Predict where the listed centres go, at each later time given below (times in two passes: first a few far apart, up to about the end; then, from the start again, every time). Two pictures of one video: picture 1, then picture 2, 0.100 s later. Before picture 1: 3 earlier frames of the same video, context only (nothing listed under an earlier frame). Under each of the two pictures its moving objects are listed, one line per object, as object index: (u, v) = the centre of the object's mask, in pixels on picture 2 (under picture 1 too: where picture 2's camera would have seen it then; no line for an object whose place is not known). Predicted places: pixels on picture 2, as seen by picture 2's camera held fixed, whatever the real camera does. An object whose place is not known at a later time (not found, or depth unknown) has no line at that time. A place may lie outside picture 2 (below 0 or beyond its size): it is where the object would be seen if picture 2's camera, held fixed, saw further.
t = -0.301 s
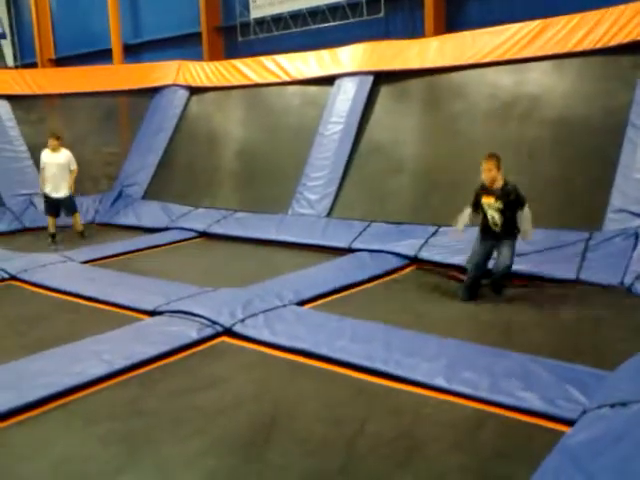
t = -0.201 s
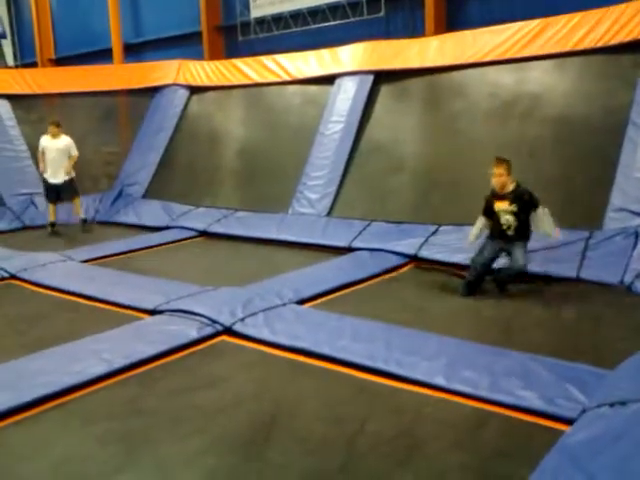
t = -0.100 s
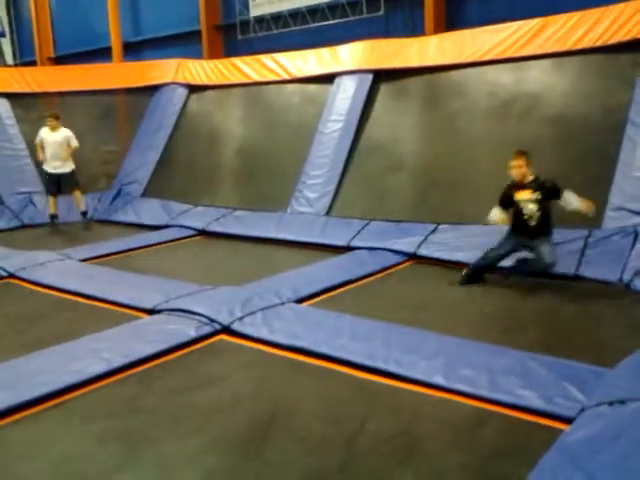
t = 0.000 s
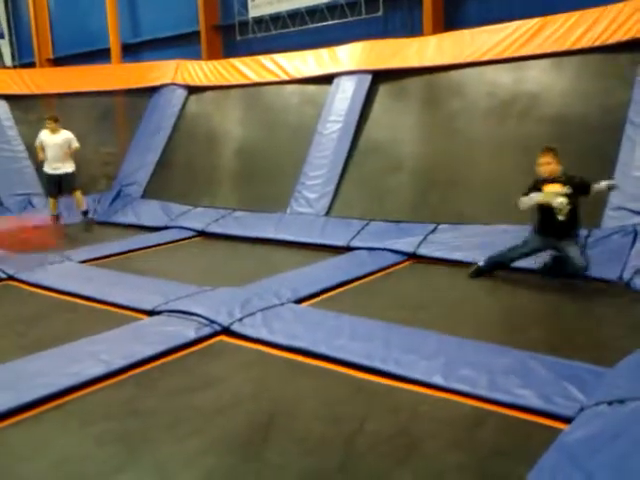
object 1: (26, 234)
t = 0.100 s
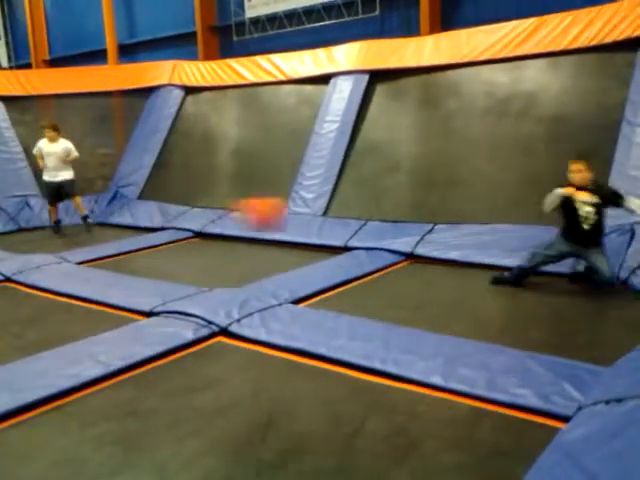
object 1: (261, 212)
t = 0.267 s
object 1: (422, 211)
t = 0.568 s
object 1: (496, 161)
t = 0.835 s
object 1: (525, 95)
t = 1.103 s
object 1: (542, 51)
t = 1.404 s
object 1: (540, 57)
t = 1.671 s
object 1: (536, 135)
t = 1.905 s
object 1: (529, 201)
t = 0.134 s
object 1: (308, 209)
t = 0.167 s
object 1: (347, 207)
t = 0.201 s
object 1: (376, 208)
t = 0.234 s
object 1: (404, 209)
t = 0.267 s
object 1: (422, 211)
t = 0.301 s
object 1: (440, 212)
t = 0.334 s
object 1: (455, 215)
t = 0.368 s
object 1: (466, 218)
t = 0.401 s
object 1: (474, 213)
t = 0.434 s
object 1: (479, 201)
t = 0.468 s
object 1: (484, 190)
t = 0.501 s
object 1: (489, 178)
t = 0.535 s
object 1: (492, 171)
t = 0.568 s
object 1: (496, 161)
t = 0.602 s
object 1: (500, 154)
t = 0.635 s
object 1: (503, 144)
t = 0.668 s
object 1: (508, 132)
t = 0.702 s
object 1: (511, 123)
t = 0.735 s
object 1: (514, 114)
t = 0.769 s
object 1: (518, 107)
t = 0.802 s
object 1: (520, 101)
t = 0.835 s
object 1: (525, 95)
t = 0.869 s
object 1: (527, 88)
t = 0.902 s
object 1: (529, 80)
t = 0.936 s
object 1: (533, 73)
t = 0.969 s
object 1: (535, 68)
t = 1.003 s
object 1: (537, 63)
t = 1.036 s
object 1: (539, 60)
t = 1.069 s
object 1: (541, 56)
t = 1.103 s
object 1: (542, 51)
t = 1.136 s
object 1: (542, 48)
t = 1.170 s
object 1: (541, 46)
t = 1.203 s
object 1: (541, 45)
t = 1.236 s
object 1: (540, 45)
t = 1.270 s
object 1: (541, 45)
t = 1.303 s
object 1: (541, 45)
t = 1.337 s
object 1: (540, 47)
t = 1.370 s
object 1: (539, 52)
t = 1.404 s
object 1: (540, 57)
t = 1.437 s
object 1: (539, 62)
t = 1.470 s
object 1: (539, 69)
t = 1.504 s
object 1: (538, 76)
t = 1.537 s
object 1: (538, 85)
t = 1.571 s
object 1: (539, 96)
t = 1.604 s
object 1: (540, 108)
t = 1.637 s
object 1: (537, 121)
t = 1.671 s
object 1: (536, 135)
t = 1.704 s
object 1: (538, 151)
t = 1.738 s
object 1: (537, 167)
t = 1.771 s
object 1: (536, 174)
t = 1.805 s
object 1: (534, 179)
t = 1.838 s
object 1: (533, 185)
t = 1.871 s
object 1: (531, 193)
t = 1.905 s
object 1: (529, 201)
